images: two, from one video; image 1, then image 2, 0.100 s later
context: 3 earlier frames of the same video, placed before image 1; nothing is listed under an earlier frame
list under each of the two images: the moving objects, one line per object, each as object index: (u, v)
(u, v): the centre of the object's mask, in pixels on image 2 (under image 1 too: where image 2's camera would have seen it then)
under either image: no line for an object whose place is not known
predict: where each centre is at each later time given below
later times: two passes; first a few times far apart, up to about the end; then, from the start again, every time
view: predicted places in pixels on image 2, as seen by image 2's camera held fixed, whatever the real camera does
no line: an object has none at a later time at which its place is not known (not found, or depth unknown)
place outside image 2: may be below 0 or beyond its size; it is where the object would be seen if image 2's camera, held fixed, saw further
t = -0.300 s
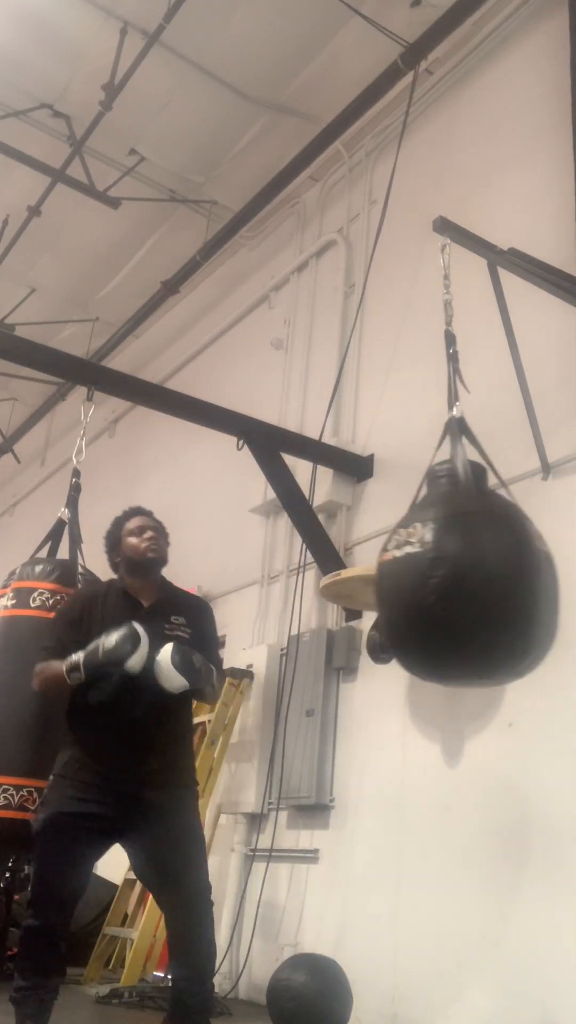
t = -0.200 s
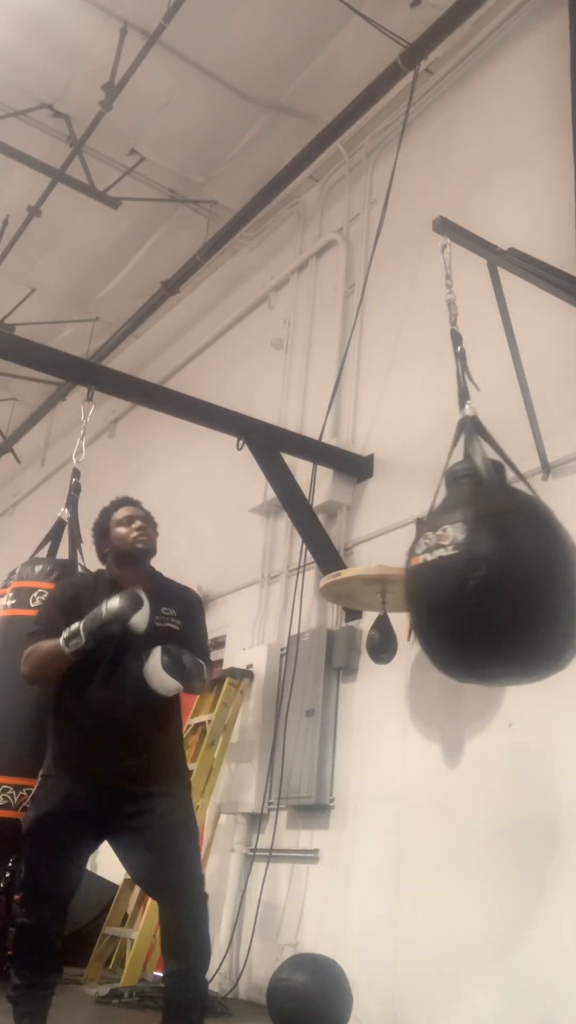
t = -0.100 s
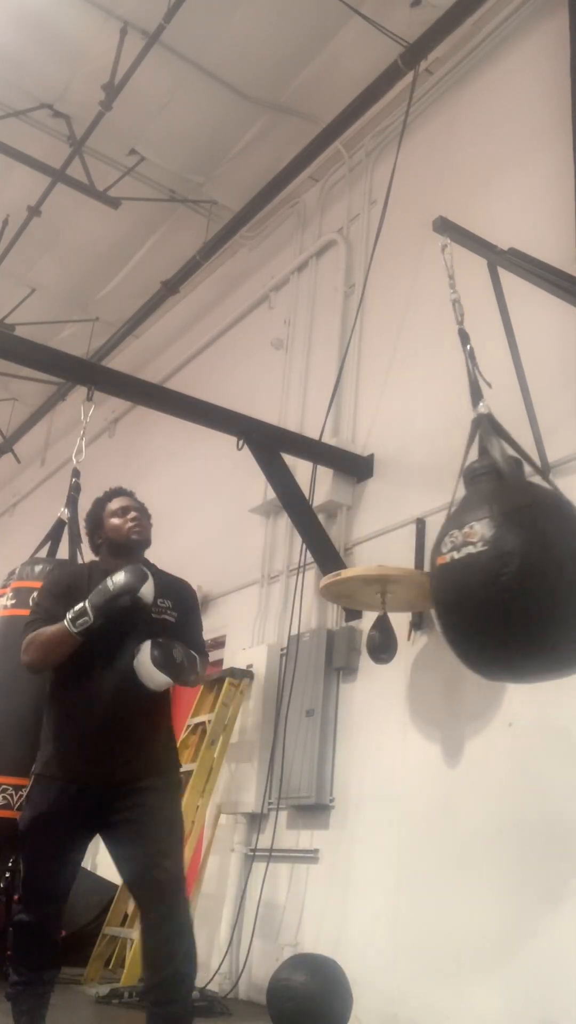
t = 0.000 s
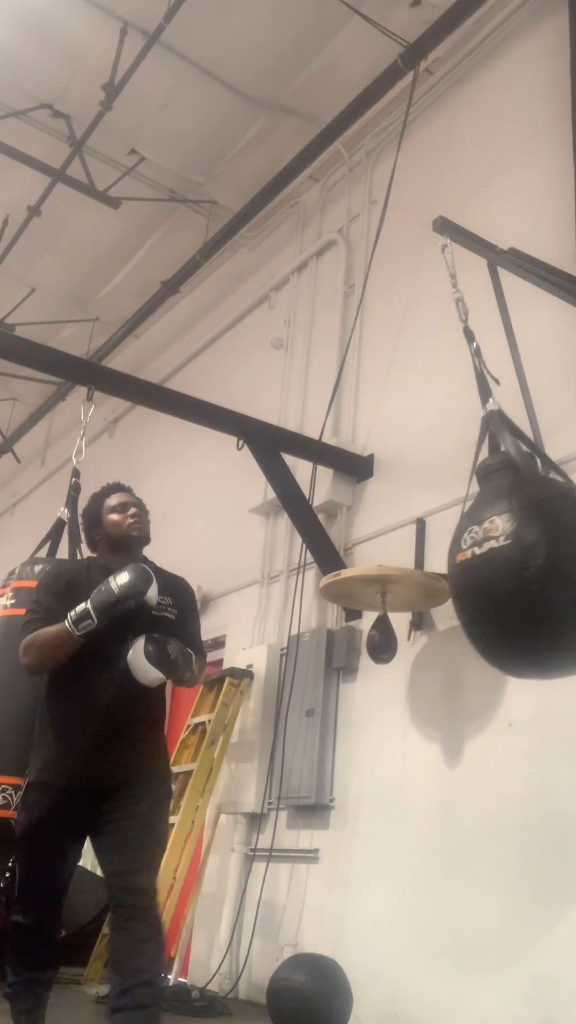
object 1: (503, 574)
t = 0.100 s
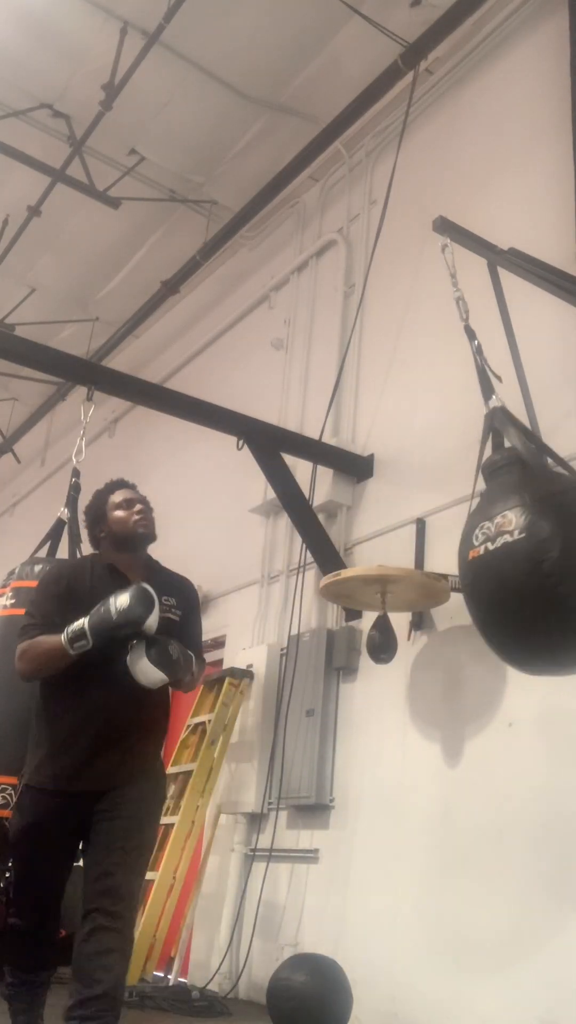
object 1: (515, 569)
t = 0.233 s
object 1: (523, 546)
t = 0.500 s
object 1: (501, 550)
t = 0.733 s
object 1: (436, 545)
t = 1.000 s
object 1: (342, 532)
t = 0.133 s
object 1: (517, 568)
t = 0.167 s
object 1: (518, 566)
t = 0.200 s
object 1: (519, 565)
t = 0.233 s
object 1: (523, 546)
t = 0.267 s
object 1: (522, 546)
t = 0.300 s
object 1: (520, 546)
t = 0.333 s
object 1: (518, 546)
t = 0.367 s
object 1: (516, 548)
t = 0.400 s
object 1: (513, 548)
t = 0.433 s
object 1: (509, 548)
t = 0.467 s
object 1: (505, 549)
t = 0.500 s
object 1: (501, 550)
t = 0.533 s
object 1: (495, 551)
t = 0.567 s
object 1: (490, 551)
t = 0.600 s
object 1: (482, 550)
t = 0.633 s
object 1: (472, 550)
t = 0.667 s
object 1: (459, 548)
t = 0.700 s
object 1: (448, 546)
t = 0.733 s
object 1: (436, 545)
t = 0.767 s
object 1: (422, 542)
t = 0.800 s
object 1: (408, 540)
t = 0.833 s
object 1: (396, 539)
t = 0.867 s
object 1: (385, 536)
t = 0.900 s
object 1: (372, 532)
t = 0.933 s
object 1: (362, 531)
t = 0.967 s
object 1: (351, 530)
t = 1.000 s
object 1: (342, 532)
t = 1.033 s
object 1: (334, 530)
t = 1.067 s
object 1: (327, 529)
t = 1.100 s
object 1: (321, 529)
